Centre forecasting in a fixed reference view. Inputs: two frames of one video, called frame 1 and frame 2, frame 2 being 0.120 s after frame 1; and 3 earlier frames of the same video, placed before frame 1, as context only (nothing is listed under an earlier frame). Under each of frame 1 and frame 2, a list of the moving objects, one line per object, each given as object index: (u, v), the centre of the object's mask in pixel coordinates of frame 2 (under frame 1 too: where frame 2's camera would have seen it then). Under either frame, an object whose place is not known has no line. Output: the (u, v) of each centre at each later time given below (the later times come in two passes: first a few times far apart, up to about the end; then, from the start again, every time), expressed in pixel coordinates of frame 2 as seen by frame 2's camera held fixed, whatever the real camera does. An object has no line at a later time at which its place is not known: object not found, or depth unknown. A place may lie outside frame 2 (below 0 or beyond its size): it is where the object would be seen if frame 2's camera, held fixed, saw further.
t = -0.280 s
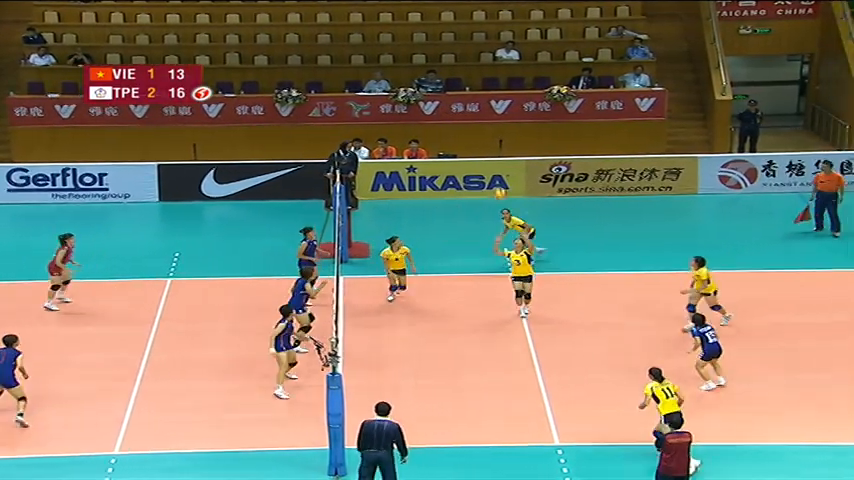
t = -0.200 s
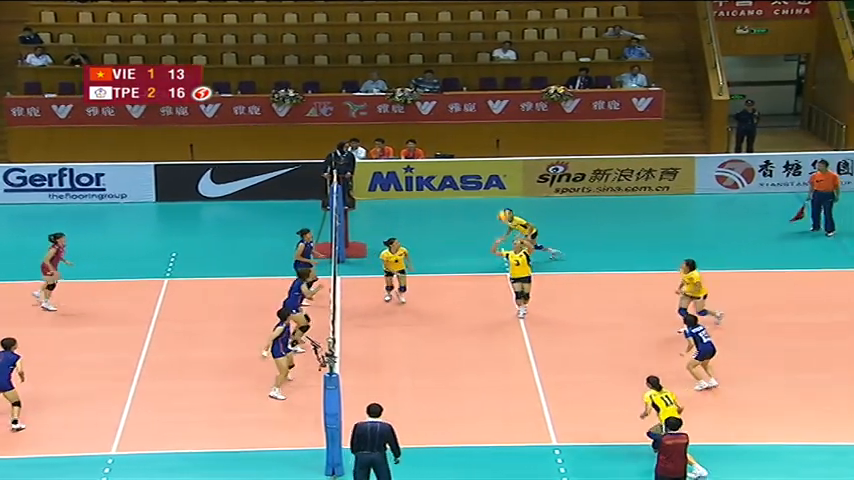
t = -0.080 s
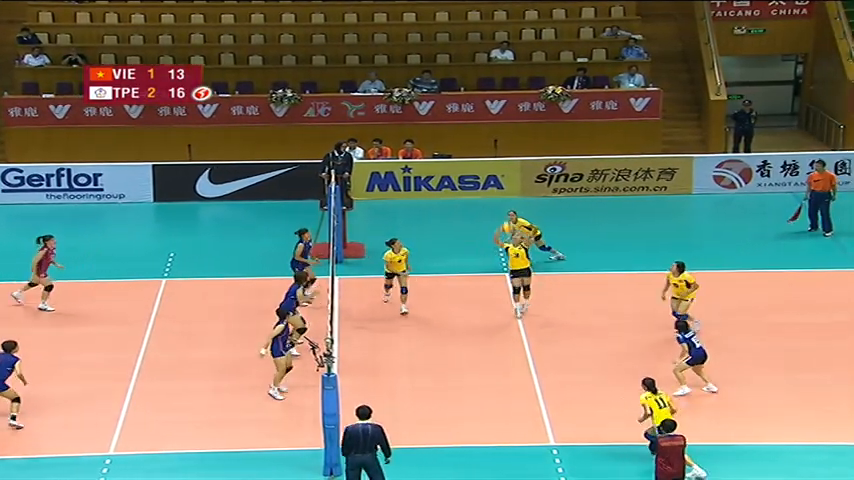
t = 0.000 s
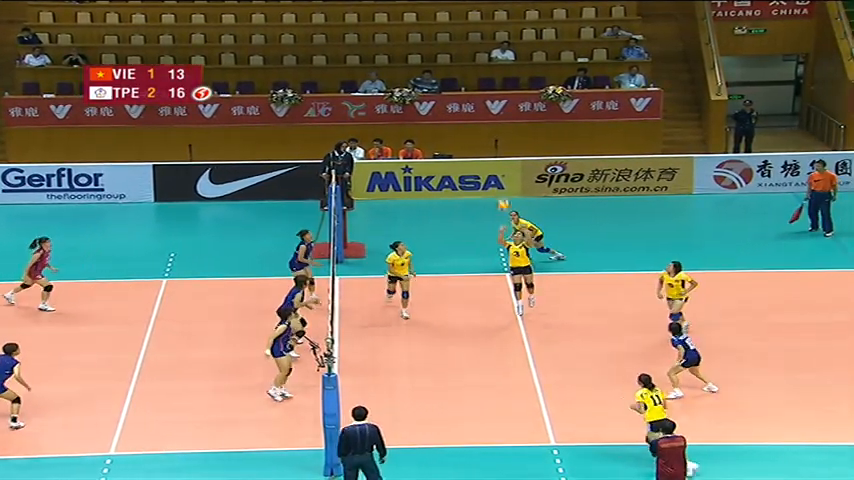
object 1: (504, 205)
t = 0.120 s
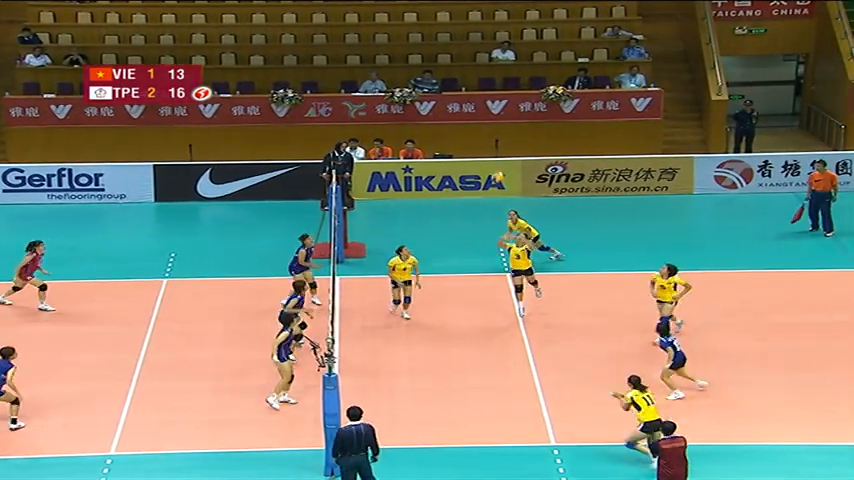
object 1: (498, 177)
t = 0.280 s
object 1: (491, 150)
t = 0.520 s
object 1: (482, 129)
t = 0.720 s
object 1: (473, 135)
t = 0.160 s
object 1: (497, 169)
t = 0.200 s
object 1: (493, 161)
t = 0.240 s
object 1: (492, 155)
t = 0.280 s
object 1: (491, 150)
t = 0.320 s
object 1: (489, 144)
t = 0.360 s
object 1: (488, 140)
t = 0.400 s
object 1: (486, 136)
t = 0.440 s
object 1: (485, 133)
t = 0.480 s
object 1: (484, 131)
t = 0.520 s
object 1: (482, 129)
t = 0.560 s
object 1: (481, 129)
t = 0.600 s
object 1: (479, 129)
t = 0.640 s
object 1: (477, 130)
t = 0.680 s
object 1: (475, 132)
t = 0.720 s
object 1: (473, 135)
